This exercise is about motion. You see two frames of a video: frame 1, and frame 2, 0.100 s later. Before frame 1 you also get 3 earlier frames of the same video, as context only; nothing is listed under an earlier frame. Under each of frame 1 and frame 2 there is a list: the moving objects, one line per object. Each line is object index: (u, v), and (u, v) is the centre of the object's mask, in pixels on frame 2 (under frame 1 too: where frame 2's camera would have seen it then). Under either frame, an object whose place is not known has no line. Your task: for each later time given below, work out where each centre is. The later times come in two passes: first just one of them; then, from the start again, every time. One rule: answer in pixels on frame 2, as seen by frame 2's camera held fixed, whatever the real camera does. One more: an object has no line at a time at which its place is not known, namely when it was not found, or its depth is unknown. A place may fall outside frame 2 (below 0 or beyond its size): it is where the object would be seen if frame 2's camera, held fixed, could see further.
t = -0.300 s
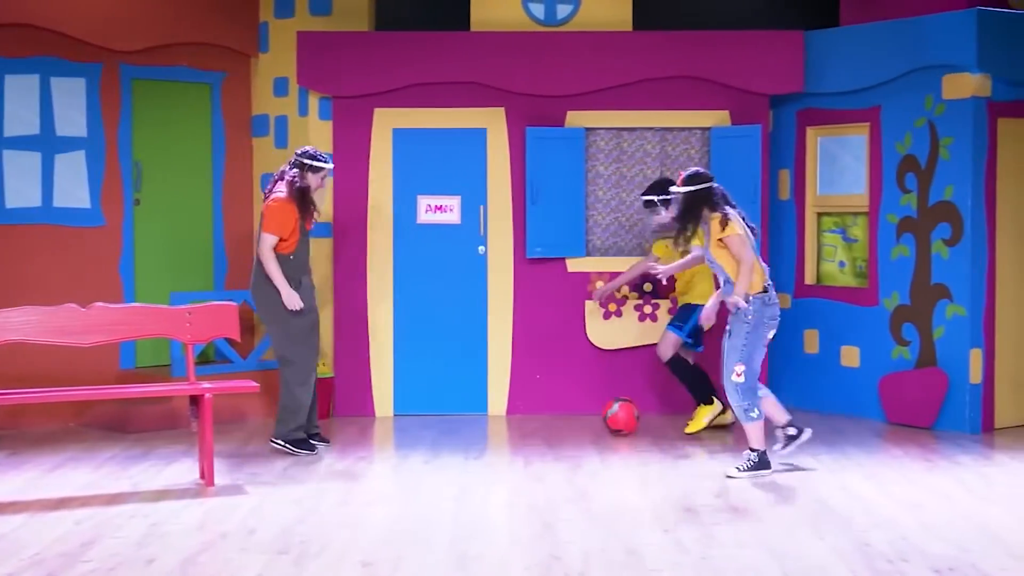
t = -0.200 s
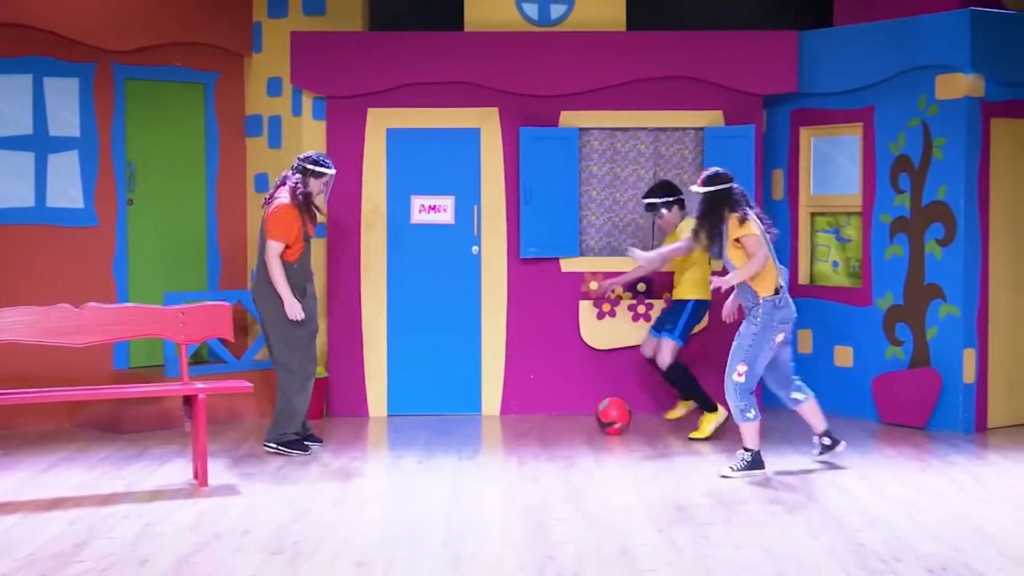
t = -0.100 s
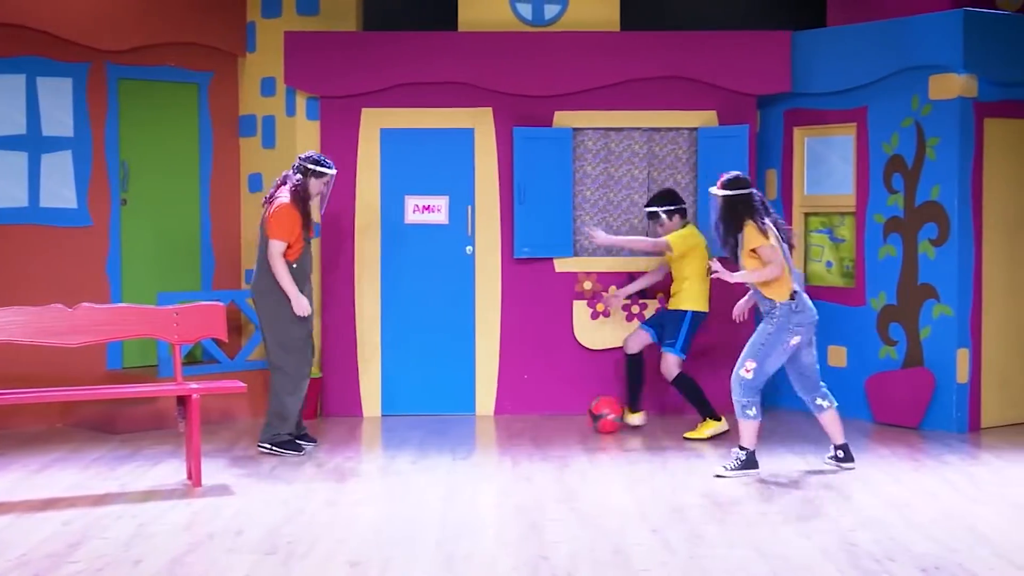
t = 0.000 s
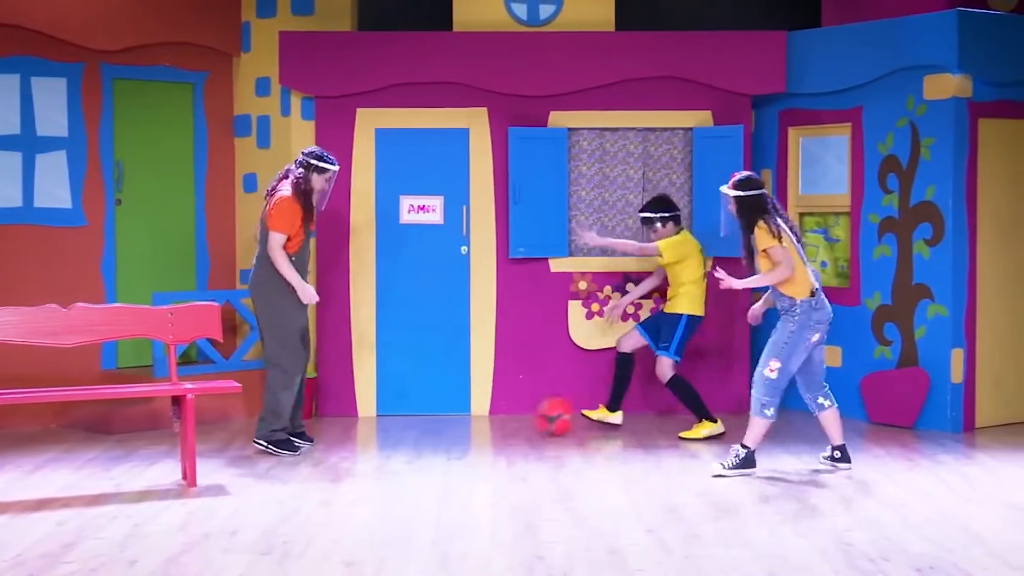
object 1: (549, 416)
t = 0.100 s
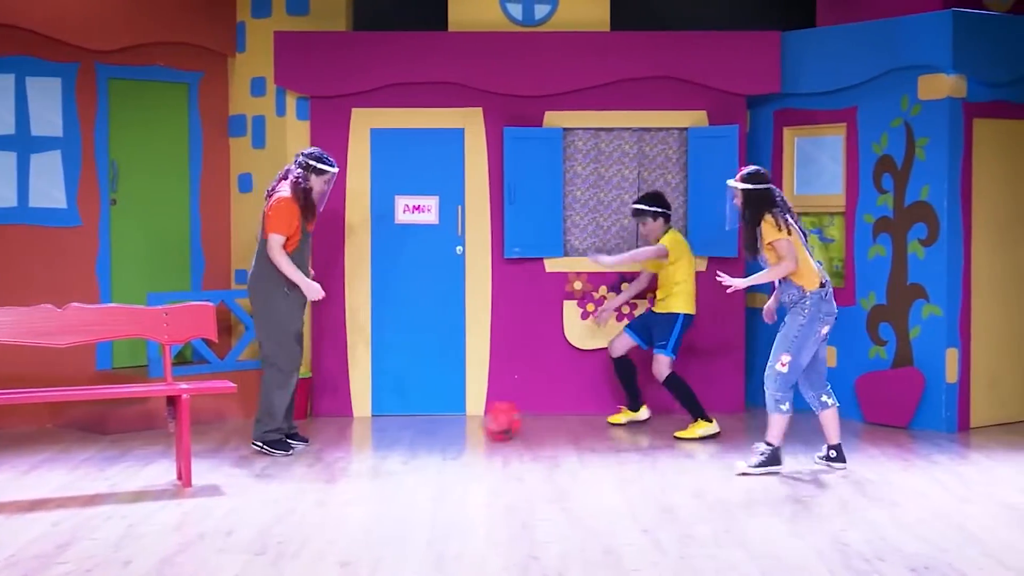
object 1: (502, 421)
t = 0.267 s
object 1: (438, 427)
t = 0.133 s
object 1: (486, 423)
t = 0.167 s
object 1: (474, 424)
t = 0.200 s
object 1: (462, 424)
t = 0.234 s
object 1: (450, 425)
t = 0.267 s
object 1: (438, 427)
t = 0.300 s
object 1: (426, 428)
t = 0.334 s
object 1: (415, 429)
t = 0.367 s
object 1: (402, 430)
